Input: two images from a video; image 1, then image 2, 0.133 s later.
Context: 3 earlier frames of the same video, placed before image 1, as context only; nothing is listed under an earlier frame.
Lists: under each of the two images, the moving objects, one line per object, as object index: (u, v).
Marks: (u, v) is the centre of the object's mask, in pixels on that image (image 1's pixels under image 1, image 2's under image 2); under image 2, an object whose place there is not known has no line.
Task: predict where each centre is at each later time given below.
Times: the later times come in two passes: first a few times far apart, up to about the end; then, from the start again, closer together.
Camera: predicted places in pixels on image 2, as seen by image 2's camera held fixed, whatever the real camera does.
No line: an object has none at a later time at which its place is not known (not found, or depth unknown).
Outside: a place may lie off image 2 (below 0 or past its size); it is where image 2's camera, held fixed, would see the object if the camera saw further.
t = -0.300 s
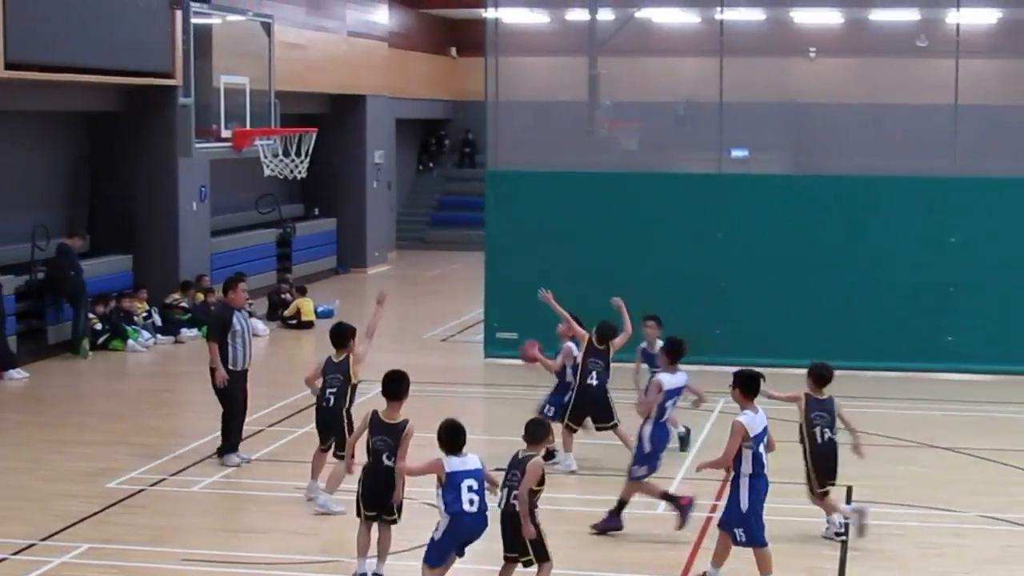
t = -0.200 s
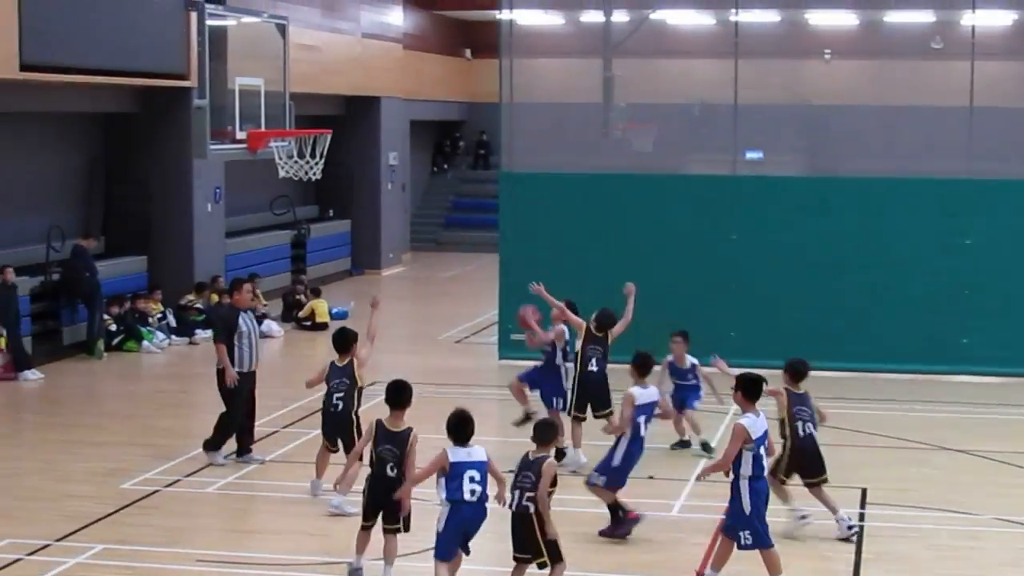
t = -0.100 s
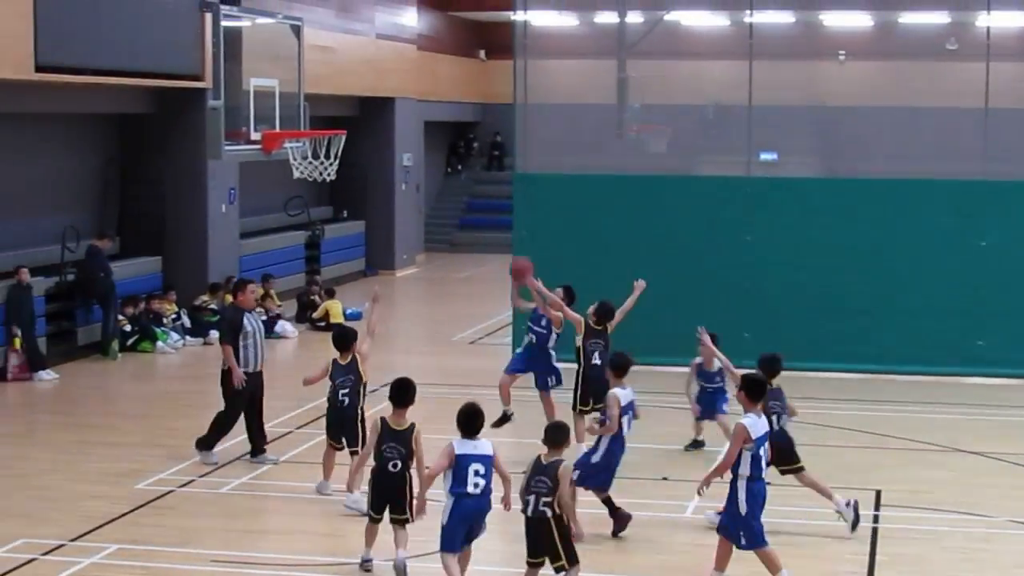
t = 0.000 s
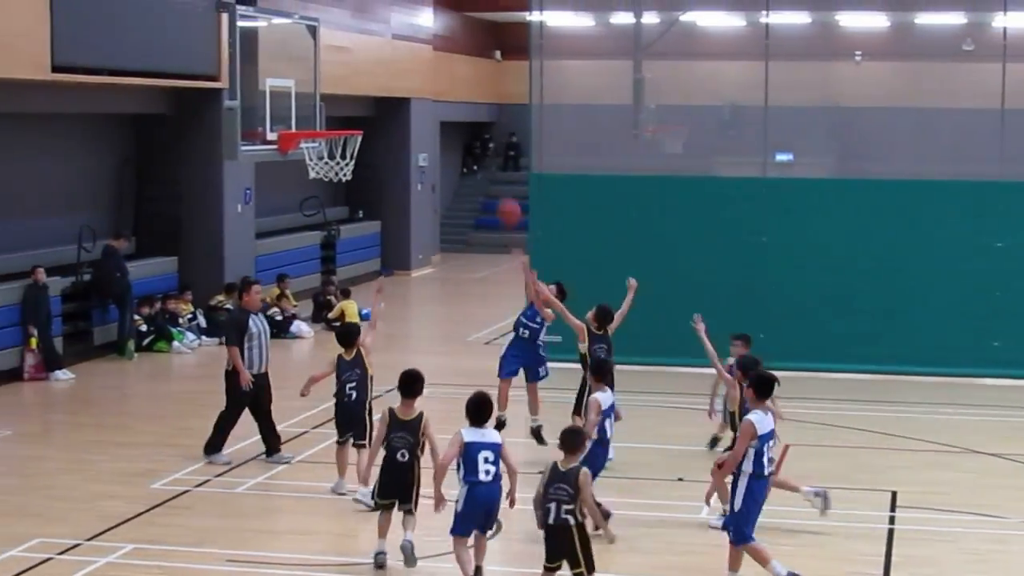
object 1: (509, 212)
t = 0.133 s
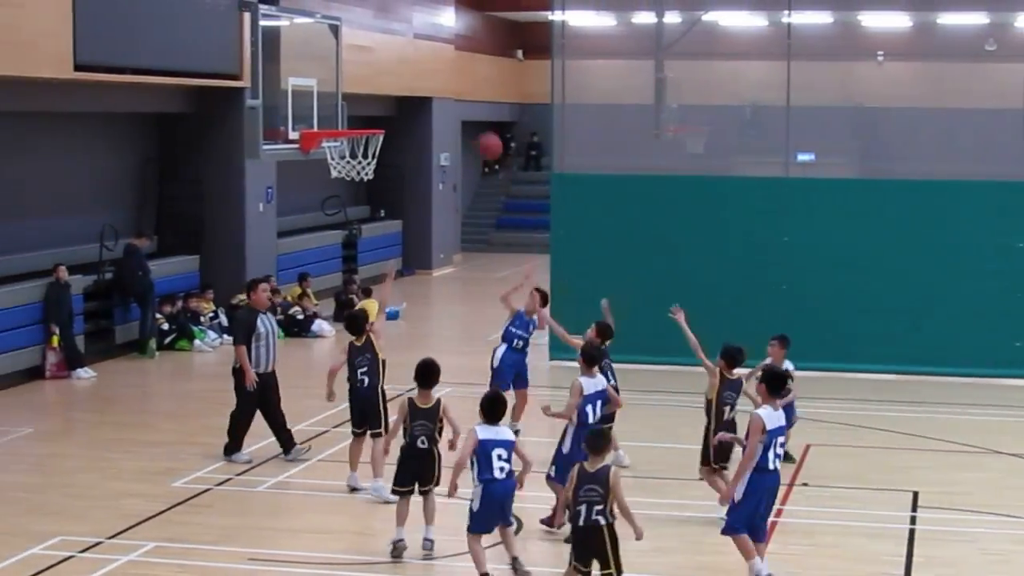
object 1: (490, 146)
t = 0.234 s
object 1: (457, 111)
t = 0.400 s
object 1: (402, 72)
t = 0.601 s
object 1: (336, 68)
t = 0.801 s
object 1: (366, 112)
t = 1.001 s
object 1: (350, 123)
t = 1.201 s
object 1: (341, 149)
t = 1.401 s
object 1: (349, 190)
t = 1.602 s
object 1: (360, 273)
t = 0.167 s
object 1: (479, 134)
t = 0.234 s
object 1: (457, 111)
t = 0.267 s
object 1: (447, 101)
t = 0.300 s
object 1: (436, 92)
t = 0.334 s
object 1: (425, 83)
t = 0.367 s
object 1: (413, 77)
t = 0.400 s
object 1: (402, 72)
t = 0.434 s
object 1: (391, 68)
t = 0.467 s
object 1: (380, 65)
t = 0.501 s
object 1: (368, 64)
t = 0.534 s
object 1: (357, 64)
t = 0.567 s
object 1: (345, 66)
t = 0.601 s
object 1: (336, 68)
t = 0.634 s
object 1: (341, 72)
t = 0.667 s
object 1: (346, 77)
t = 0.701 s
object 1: (351, 83)
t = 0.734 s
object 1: (355, 90)
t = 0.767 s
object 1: (359, 101)
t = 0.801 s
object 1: (366, 112)
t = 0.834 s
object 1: (368, 119)
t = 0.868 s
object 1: (365, 119)
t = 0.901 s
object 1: (361, 120)
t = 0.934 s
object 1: (357, 122)
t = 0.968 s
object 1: (352, 123)
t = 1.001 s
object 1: (350, 123)
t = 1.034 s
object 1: (348, 124)
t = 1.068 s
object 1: (344, 125)
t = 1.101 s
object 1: (342, 127)
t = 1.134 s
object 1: (339, 148)
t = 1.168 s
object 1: (340, 149)
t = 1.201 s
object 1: (341, 149)
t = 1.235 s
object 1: (339, 150)
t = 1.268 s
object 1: (339, 152)
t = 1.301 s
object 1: (340, 175)
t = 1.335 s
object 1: (346, 178)
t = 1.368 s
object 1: (347, 184)
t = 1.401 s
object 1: (349, 190)
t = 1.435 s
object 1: (350, 199)
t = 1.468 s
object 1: (353, 212)
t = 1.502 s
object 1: (354, 226)
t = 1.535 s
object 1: (356, 240)
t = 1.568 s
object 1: (358, 256)
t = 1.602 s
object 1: (360, 273)
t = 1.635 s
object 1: (362, 291)
